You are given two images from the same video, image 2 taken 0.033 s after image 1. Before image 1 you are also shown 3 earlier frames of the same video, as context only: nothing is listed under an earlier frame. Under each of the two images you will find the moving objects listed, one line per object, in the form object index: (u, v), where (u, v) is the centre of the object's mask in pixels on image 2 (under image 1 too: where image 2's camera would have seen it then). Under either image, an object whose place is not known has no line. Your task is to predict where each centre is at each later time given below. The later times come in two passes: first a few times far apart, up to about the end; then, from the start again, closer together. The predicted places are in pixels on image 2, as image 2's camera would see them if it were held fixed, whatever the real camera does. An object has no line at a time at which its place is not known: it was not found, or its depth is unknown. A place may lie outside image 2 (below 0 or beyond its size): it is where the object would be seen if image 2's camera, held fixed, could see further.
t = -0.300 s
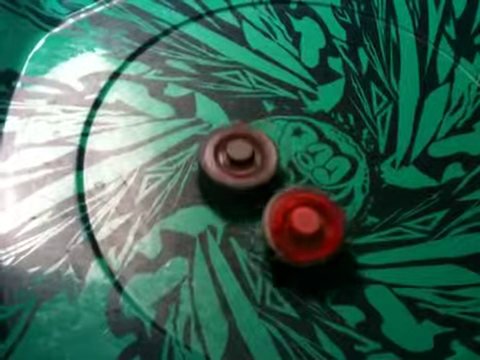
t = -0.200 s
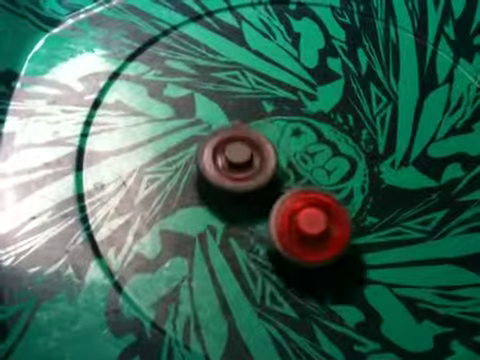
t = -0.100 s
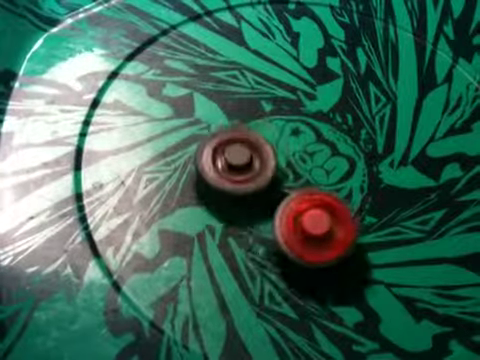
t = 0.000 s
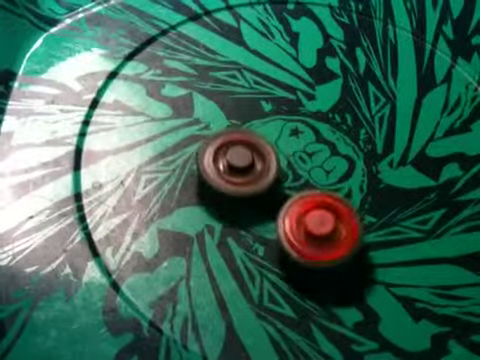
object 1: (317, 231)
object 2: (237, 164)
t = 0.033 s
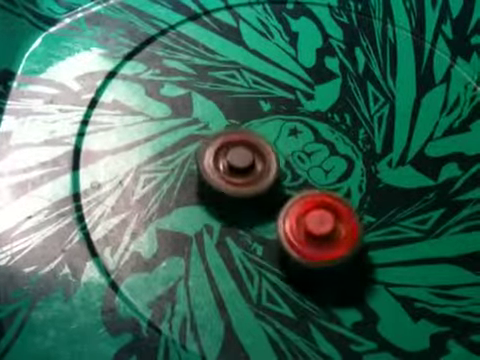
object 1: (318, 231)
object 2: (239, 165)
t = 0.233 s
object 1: (322, 231)
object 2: (250, 168)
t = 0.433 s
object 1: (325, 229)
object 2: (268, 170)
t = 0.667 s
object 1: (336, 229)
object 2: (284, 159)
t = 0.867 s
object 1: (344, 224)
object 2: (301, 152)
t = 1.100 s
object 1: (354, 220)
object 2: (322, 147)
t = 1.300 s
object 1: (358, 217)
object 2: (336, 147)
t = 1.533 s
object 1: (358, 227)
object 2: (346, 133)
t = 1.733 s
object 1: (359, 224)
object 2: (347, 129)
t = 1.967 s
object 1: (363, 215)
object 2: (343, 125)
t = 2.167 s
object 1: (369, 203)
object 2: (332, 129)
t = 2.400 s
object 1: (381, 196)
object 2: (318, 135)
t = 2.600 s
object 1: (384, 194)
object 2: (303, 142)
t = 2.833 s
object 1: (383, 190)
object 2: (286, 150)
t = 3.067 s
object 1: (380, 180)
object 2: (271, 155)
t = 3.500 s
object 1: (386, 163)
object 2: (261, 159)
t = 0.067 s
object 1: (320, 232)
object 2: (240, 166)
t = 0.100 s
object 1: (320, 232)
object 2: (242, 167)
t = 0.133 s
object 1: (321, 232)
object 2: (244, 167)
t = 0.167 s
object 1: (322, 231)
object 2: (247, 168)
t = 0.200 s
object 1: (322, 231)
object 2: (248, 168)
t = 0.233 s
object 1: (322, 231)
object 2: (250, 168)
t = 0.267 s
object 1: (323, 231)
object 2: (253, 168)
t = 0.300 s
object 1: (324, 230)
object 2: (255, 167)
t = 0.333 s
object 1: (324, 230)
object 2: (258, 168)
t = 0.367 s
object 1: (324, 230)
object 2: (261, 169)
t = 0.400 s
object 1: (325, 229)
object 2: (264, 170)
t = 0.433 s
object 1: (325, 229)
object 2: (268, 170)
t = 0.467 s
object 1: (326, 228)
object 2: (271, 169)
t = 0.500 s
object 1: (331, 232)
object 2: (272, 164)
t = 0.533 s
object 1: (332, 232)
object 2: (274, 162)
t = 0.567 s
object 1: (332, 231)
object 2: (276, 161)
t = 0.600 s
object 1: (333, 231)
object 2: (279, 161)
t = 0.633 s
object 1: (335, 230)
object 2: (281, 160)
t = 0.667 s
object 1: (336, 229)
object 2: (284, 159)
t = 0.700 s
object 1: (337, 229)
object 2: (287, 157)
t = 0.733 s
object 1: (338, 228)
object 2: (290, 156)
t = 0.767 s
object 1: (340, 226)
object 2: (293, 155)
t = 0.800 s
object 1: (342, 226)
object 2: (296, 153)
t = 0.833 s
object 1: (343, 225)
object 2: (299, 153)
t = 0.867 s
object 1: (344, 224)
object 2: (301, 152)
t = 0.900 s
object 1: (345, 223)
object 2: (305, 152)
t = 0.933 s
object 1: (346, 223)
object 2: (309, 152)
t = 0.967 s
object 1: (348, 223)
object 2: (312, 151)
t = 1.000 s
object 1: (350, 222)
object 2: (314, 149)
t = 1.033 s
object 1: (351, 221)
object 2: (316, 149)
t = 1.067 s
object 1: (352, 220)
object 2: (319, 148)
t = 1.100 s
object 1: (354, 220)
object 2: (322, 147)
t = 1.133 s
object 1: (355, 220)
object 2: (325, 148)
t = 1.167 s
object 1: (355, 219)
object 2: (328, 147)
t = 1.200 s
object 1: (356, 219)
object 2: (330, 147)
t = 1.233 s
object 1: (357, 219)
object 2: (332, 147)
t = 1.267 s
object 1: (358, 218)
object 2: (334, 147)
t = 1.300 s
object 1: (358, 217)
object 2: (336, 147)
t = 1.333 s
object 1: (359, 217)
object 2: (338, 147)
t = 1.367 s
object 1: (359, 217)
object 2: (340, 147)
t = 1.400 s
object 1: (359, 217)
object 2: (341, 147)
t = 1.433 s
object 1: (360, 225)
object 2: (343, 141)
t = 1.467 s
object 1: (359, 229)
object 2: (343, 136)
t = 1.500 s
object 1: (358, 228)
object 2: (345, 134)
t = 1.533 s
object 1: (358, 227)
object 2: (346, 133)
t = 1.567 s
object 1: (360, 227)
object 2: (347, 131)
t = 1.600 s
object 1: (360, 227)
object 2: (347, 130)
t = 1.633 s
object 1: (360, 226)
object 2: (347, 130)
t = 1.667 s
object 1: (360, 226)
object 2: (347, 129)
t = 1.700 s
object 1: (360, 225)
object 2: (347, 129)
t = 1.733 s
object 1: (359, 224)
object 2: (347, 129)
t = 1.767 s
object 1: (360, 224)
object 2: (347, 128)
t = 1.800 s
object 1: (360, 223)
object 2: (347, 128)
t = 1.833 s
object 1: (361, 222)
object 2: (346, 128)
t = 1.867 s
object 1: (361, 220)
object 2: (346, 128)
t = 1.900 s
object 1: (361, 219)
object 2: (345, 128)
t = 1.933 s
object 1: (362, 216)
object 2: (344, 127)
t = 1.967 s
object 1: (363, 215)
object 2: (343, 125)
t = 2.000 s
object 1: (363, 213)
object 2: (341, 125)
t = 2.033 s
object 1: (364, 211)
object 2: (340, 127)
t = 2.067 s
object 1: (365, 208)
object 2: (338, 127)
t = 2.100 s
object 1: (366, 206)
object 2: (336, 127)
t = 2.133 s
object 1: (367, 204)
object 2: (334, 128)
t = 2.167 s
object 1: (369, 203)
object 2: (332, 129)
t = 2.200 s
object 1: (371, 201)
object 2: (330, 130)
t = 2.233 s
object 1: (373, 200)
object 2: (328, 131)
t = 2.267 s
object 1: (375, 199)
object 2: (326, 132)
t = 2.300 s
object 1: (376, 198)
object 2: (324, 132)
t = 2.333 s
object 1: (378, 198)
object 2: (322, 133)
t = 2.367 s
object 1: (379, 197)
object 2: (320, 133)
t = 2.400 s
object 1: (381, 196)
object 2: (318, 135)
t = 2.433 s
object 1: (381, 196)
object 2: (315, 136)
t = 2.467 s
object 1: (383, 196)
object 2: (313, 137)
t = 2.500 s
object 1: (384, 196)
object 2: (311, 138)
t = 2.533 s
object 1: (384, 195)
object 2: (308, 140)
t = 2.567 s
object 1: (384, 195)
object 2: (306, 142)
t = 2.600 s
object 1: (384, 194)
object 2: (303, 142)
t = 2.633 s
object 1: (385, 193)
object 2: (301, 143)
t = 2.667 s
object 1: (386, 193)
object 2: (298, 144)
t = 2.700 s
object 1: (386, 192)
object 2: (295, 145)
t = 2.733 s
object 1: (386, 191)
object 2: (293, 147)
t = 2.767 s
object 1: (386, 191)
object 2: (292, 148)
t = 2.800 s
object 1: (385, 191)
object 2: (289, 149)
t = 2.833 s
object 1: (383, 190)
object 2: (286, 150)
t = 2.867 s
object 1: (383, 190)
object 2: (284, 152)
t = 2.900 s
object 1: (383, 188)
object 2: (281, 152)
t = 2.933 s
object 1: (383, 186)
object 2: (280, 152)
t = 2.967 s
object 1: (382, 186)
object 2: (277, 153)
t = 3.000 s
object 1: (381, 183)
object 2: (275, 153)
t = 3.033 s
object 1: (380, 182)
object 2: (273, 154)
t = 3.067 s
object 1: (380, 180)
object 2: (271, 155)
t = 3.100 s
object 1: (380, 178)
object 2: (270, 155)
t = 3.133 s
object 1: (380, 176)
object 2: (269, 156)
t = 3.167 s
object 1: (380, 174)
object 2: (268, 157)
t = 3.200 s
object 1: (380, 173)
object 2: (267, 156)
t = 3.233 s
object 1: (380, 171)
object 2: (265, 157)
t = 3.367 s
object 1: (385, 164)
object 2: (262, 158)
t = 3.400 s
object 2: (262, 158)
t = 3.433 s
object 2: (262, 159)
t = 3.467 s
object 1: (385, 163)
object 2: (261, 159)
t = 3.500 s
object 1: (386, 163)
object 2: (261, 159)
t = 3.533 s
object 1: (386, 162)
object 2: (261, 159)
